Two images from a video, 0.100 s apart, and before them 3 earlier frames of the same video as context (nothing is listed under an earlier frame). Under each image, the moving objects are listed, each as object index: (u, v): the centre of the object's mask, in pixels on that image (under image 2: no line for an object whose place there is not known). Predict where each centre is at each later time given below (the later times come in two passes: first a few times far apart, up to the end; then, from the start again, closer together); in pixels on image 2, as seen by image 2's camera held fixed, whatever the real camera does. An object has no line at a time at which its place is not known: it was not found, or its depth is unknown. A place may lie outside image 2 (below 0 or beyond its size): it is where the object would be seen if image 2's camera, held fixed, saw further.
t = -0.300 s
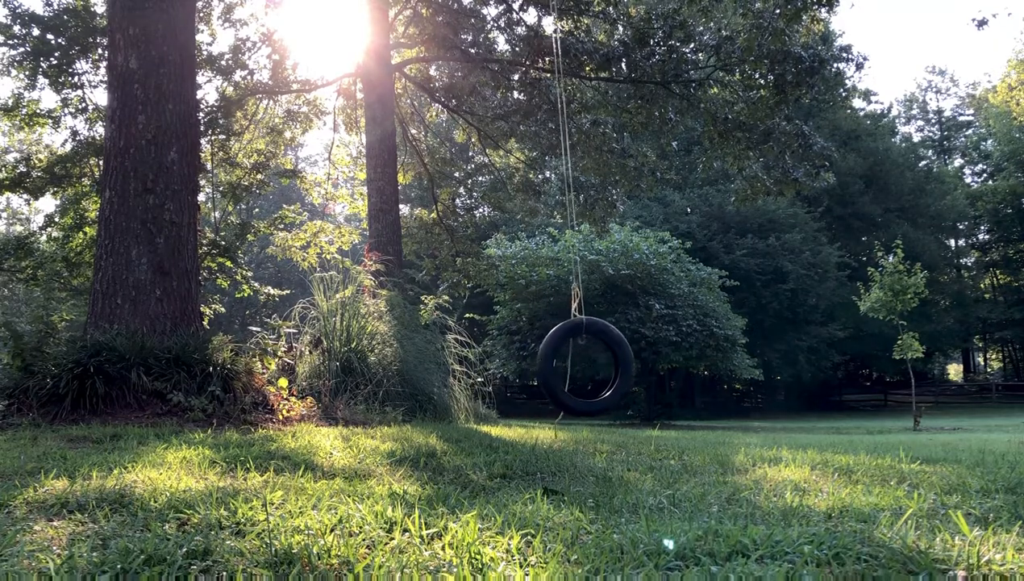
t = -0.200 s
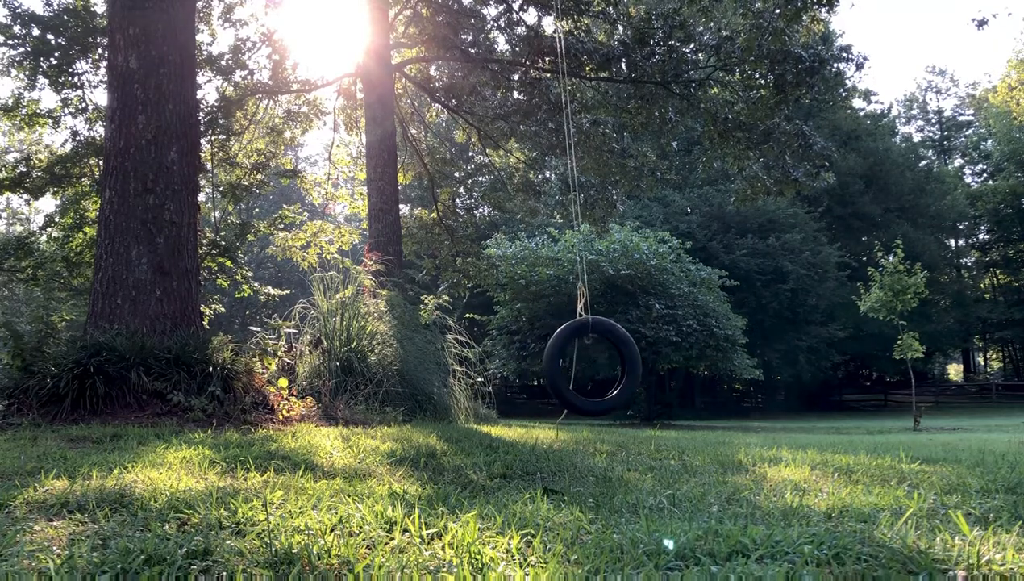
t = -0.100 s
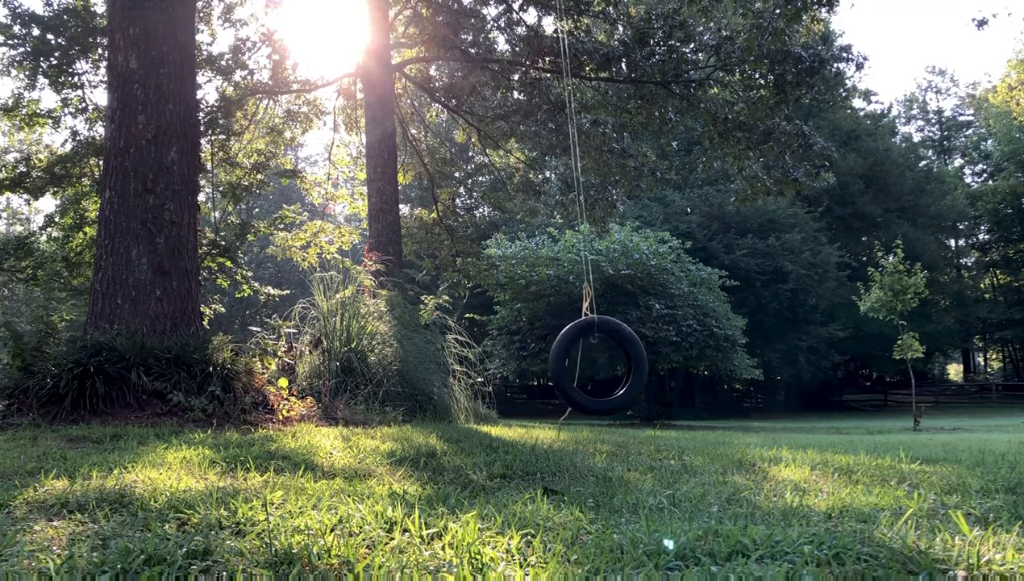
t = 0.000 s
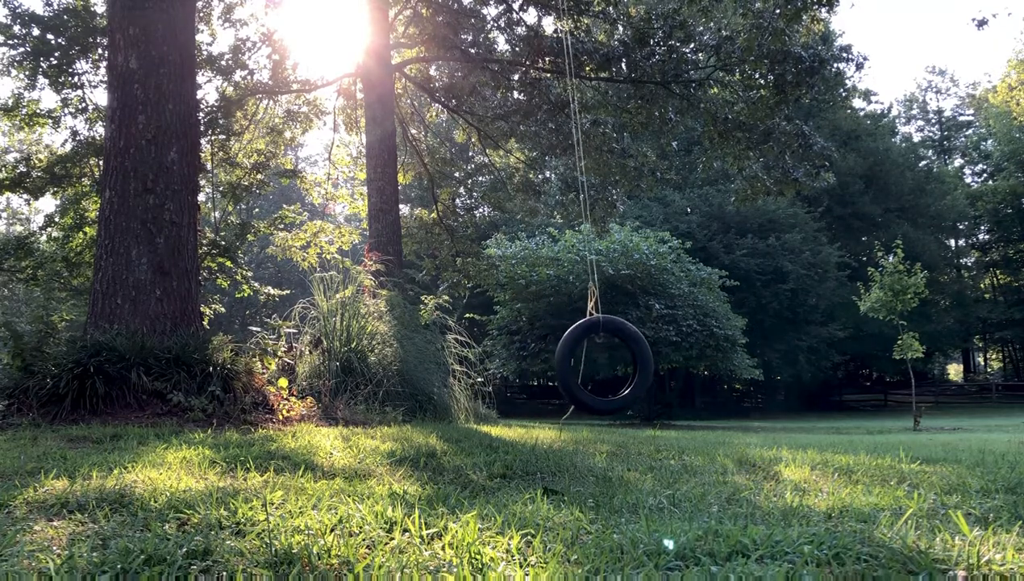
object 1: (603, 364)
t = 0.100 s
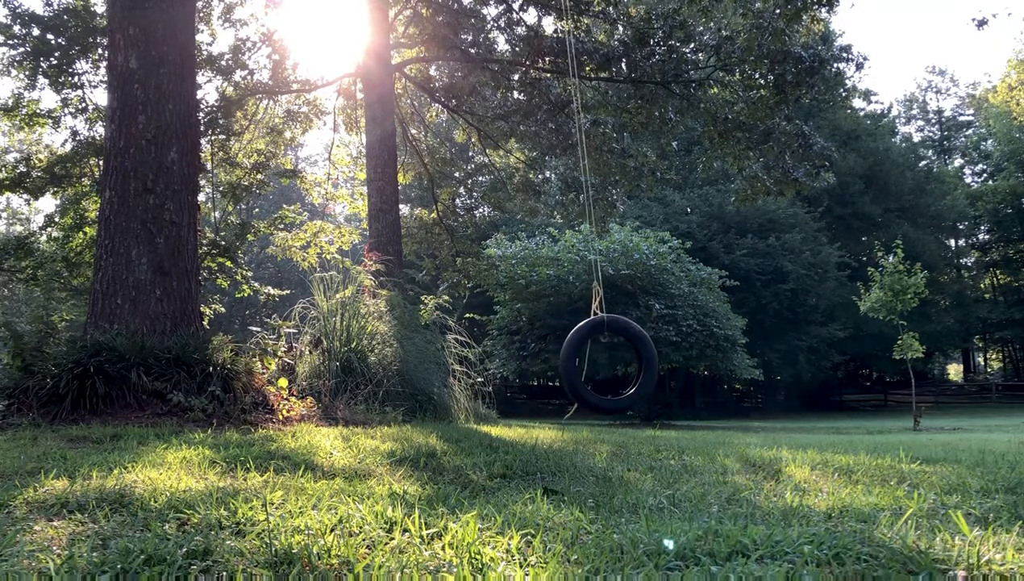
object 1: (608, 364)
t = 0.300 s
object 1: (616, 363)
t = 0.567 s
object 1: (621, 362)
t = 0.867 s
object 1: (619, 363)
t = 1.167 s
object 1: (609, 364)
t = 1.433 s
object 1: (597, 366)
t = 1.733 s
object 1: (576, 367)
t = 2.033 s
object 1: (557, 368)
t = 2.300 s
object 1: (540, 369)
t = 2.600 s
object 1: (526, 370)
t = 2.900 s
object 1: (519, 369)
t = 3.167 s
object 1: (519, 369)
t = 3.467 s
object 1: (527, 369)
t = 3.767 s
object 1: (542, 368)
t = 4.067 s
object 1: (561, 367)
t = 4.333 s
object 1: (578, 366)
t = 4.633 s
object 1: (598, 365)
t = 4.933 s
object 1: (611, 363)
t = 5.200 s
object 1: (618, 363)
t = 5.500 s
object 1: (618, 363)
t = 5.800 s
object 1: (612, 364)
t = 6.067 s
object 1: (600, 365)
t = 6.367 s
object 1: (583, 367)
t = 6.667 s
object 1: (563, 367)
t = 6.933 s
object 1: (547, 369)
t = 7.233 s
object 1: (532, 369)
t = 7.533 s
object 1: (523, 370)
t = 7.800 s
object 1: (520, 369)
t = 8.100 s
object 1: (526, 370)
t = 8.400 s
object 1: (537, 369)
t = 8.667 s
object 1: (553, 368)
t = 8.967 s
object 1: (572, 367)
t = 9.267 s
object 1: (591, 366)
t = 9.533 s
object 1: (605, 365)
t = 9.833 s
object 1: (615, 363)
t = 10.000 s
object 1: (617, 364)
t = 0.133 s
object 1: (610, 364)
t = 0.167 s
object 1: (611, 363)
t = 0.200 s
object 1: (612, 363)
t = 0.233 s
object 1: (614, 363)
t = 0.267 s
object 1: (615, 363)
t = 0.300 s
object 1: (616, 363)
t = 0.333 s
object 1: (617, 363)
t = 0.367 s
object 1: (617, 363)
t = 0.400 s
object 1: (618, 363)
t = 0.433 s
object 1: (619, 363)
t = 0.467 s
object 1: (620, 363)
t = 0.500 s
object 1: (620, 362)
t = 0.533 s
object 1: (621, 362)
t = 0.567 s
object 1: (621, 362)
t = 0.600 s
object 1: (621, 362)
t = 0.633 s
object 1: (621, 362)
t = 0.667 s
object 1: (621, 362)
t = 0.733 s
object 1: (621, 362)
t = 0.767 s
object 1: (621, 362)
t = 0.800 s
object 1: (620, 362)
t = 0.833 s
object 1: (620, 362)
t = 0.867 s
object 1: (619, 363)
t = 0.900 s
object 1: (619, 363)
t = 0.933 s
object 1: (617, 363)
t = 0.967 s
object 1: (617, 363)
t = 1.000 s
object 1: (616, 363)
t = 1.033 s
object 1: (615, 363)
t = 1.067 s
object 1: (613, 363)
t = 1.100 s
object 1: (612, 363)
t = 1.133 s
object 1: (611, 364)
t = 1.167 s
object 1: (609, 364)
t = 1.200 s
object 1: (608, 364)
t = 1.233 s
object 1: (606, 364)
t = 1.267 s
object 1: (605, 364)
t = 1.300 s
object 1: (603, 365)
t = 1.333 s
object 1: (602, 365)
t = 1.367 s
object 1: (600, 365)
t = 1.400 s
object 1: (599, 365)
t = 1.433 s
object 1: (597, 366)
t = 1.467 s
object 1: (595, 366)
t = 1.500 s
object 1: (593, 365)
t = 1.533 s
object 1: (590, 366)
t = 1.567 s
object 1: (588, 366)
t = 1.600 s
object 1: (586, 366)
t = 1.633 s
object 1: (584, 366)
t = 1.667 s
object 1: (582, 366)
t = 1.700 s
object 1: (579, 366)
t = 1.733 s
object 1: (576, 367)
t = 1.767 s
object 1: (575, 367)
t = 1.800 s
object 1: (573, 367)
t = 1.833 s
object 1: (570, 368)
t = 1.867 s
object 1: (568, 367)
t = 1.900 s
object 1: (566, 367)
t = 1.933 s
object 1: (563, 368)
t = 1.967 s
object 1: (561, 368)
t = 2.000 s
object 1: (558, 368)
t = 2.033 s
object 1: (557, 368)
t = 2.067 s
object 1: (554, 368)
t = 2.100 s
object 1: (552, 368)
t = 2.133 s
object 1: (550, 368)
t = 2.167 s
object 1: (548, 368)
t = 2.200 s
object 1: (546, 368)
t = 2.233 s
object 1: (544, 368)
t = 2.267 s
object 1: (542, 368)
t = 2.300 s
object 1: (540, 369)
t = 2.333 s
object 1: (539, 369)
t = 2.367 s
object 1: (537, 369)
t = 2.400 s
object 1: (535, 369)
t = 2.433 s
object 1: (533, 369)
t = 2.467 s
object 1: (532, 369)
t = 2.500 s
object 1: (531, 369)
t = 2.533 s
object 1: (529, 369)
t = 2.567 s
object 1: (528, 370)
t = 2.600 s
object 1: (526, 370)
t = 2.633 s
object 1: (526, 370)
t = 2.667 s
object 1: (524, 369)
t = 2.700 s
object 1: (523, 369)
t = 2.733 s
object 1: (522, 370)
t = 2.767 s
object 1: (521, 370)
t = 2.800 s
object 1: (521, 370)
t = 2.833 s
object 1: (520, 369)
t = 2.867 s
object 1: (519, 369)
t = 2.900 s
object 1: (519, 369)
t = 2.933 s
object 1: (519, 370)
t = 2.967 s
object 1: (519, 370)
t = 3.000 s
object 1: (519, 369)
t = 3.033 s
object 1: (519, 370)
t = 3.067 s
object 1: (519, 370)
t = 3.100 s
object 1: (519, 370)
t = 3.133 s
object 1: (519, 369)
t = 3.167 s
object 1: (519, 369)
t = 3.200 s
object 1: (519, 369)
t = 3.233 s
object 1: (520, 369)
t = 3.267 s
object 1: (521, 369)
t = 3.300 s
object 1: (521, 369)
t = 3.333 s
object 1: (522, 369)
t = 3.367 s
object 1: (523, 369)
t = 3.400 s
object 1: (524, 369)
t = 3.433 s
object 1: (525, 369)
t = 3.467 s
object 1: (527, 369)
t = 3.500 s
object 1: (528, 369)
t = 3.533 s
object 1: (530, 369)
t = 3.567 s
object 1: (531, 369)
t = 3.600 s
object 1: (533, 368)
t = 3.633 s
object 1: (534, 368)
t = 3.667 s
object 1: (536, 368)
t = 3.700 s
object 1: (538, 368)
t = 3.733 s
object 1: (539, 368)
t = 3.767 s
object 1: (542, 368)
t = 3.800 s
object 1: (543, 369)
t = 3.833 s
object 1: (545, 368)
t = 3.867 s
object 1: (547, 368)
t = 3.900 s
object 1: (549, 368)
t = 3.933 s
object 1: (551, 368)
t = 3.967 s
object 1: (554, 368)
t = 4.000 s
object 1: (556, 368)
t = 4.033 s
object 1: (558, 368)
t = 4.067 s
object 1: (561, 367)
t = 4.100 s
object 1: (563, 367)
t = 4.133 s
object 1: (565, 367)
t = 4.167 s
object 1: (567, 367)
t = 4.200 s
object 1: (569, 368)
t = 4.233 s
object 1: (571, 367)
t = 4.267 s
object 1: (574, 367)
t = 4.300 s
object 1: (576, 366)
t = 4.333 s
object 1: (578, 366)
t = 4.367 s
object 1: (581, 367)
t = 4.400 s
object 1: (583, 366)
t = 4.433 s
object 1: (585, 366)
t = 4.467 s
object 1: (587, 366)
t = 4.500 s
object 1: (589, 366)
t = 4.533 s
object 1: (592, 366)
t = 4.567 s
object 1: (594, 366)
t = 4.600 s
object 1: (596, 365)
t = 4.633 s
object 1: (598, 365)
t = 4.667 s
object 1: (599, 365)
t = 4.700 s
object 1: (601, 365)
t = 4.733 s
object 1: (602, 364)
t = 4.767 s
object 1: (604, 364)
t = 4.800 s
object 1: (606, 364)
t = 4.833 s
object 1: (607, 363)
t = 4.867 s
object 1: (609, 363)
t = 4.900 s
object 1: (610, 363)
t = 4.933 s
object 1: (611, 363)
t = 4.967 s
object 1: (612, 363)
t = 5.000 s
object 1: (613, 363)
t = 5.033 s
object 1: (614, 363)
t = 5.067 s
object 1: (615, 363)
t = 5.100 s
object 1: (616, 363)
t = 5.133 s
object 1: (617, 363)
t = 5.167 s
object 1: (617, 363)
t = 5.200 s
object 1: (618, 363)
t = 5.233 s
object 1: (618, 363)
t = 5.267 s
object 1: (619, 363)
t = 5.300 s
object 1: (619, 363)
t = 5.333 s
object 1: (619, 363)
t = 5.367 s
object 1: (619, 363)
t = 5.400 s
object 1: (619, 363)
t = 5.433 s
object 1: (619, 363)
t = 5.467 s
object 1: (619, 363)
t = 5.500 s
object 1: (618, 363)
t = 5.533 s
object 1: (618, 363)
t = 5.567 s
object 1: (617, 363)
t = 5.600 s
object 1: (617, 363)
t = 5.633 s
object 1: (616, 363)
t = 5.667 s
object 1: (616, 363)
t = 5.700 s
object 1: (615, 363)
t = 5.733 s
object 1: (614, 363)
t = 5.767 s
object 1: (613, 363)
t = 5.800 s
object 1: (612, 364)
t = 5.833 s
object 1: (610, 364)
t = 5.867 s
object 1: (609, 364)
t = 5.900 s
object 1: (607, 364)
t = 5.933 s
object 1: (606, 364)
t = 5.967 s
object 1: (605, 364)
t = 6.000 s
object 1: (603, 365)
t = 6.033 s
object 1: (602, 365)
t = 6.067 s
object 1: (600, 365)
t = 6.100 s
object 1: (598, 365)
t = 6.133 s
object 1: (597, 366)
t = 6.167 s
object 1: (595, 366)
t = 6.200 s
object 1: (593, 366)
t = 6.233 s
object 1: (591, 367)
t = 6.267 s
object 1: (588, 365)
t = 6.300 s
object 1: (586, 366)
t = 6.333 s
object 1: (585, 366)
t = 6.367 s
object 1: (583, 367)
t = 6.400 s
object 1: (580, 367)
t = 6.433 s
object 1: (578, 367)
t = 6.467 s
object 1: (576, 367)
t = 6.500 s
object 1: (574, 367)
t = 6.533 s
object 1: (572, 368)
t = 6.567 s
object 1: (570, 367)
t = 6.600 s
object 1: (568, 368)
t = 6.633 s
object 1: (566, 368)
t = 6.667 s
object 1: (563, 367)
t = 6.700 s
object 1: (561, 368)
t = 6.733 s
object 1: (559, 367)
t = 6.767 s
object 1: (557, 368)
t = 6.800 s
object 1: (555, 368)
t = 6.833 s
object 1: (553, 368)
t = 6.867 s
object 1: (550, 368)
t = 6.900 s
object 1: (549, 369)
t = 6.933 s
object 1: (547, 369)
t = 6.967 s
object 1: (545, 369)
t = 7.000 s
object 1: (543, 369)
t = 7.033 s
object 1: (541, 368)
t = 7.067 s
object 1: (539, 369)
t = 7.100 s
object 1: (538, 368)
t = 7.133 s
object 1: (536, 369)
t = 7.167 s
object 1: (535, 369)
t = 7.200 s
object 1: (533, 369)
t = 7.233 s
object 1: (532, 369)
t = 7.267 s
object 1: (530, 370)
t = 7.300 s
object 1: (529, 369)
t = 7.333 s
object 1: (528, 370)
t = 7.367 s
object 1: (527, 370)
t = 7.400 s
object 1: (526, 370)
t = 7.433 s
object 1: (525, 370)
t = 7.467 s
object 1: (524, 370)
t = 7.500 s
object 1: (523, 370)
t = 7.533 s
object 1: (523, 370)
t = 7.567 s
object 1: (522, 370)
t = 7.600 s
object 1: (522, 370)
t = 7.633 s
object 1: (521, 370)
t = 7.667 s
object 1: (521, 370)
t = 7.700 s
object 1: (521, 370)
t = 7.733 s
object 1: (520, 369)
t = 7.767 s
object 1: (520, 369)
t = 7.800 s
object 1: (520, 369)
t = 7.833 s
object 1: (520, 369)
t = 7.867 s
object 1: (520, 369)
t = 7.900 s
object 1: (521, 369)
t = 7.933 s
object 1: (522, 369)
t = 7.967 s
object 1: (522, 369)
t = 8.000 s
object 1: (522, 369)
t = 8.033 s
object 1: (524, 369)
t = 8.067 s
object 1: (524, 369)
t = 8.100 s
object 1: (526, 370)
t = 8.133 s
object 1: (526, 370)
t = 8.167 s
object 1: (527, 369)
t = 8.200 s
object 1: (529, 369)
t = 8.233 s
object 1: (530, 369)
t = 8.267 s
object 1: (531, 369)
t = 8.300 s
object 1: (532, 369)
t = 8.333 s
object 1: (534, 368)
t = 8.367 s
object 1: (536, 369)
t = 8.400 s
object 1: (537, 369)
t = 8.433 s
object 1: (539, 369)
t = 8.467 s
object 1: (541, 369)
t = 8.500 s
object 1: (542, 369)
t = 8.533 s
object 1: (545, 368)
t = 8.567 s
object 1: (547, 368)
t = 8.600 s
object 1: (549, 368)
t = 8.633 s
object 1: (551, 368)
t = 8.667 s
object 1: (553, 368)
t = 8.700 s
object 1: (555, 368)
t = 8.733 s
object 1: (557, 368)
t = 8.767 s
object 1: (559, 368)
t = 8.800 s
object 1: (561, 368)
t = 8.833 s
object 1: (563, 367)
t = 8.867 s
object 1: (566, 367)
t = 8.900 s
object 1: (568, 368)
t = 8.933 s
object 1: (570, 367)
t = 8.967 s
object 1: (572, 367)
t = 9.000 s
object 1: (574, 367)
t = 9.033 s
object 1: (576, 367)
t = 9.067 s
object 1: (579, 367)
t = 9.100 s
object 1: (581, 367)
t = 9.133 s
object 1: (583, 367)
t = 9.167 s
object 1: (584, 366)
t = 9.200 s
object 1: (587, 366)
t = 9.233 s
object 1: (589, 366)
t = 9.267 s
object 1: (591, 366)
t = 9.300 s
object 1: (593, 365)
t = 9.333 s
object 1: (595, 365)
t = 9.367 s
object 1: (596, 365)
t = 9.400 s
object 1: (598, 365)
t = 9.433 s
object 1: (601, 365)
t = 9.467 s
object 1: (602, 364)
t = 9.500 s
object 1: (603, 365)
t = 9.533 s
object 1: (605, 365)
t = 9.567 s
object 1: (606, 365)
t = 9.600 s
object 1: (608, 364)
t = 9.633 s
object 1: (609, 364)
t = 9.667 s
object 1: (610, 364)
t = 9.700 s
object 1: (611, 364)
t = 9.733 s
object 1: (612, 364)
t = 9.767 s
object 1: (613, 364)
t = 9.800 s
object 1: (614, 364)
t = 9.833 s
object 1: (615, 363)
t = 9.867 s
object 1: (615, 363)
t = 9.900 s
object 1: (616, 363)
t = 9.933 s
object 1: (616, 363)
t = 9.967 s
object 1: (617, 363)
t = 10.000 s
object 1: (617, 364)
